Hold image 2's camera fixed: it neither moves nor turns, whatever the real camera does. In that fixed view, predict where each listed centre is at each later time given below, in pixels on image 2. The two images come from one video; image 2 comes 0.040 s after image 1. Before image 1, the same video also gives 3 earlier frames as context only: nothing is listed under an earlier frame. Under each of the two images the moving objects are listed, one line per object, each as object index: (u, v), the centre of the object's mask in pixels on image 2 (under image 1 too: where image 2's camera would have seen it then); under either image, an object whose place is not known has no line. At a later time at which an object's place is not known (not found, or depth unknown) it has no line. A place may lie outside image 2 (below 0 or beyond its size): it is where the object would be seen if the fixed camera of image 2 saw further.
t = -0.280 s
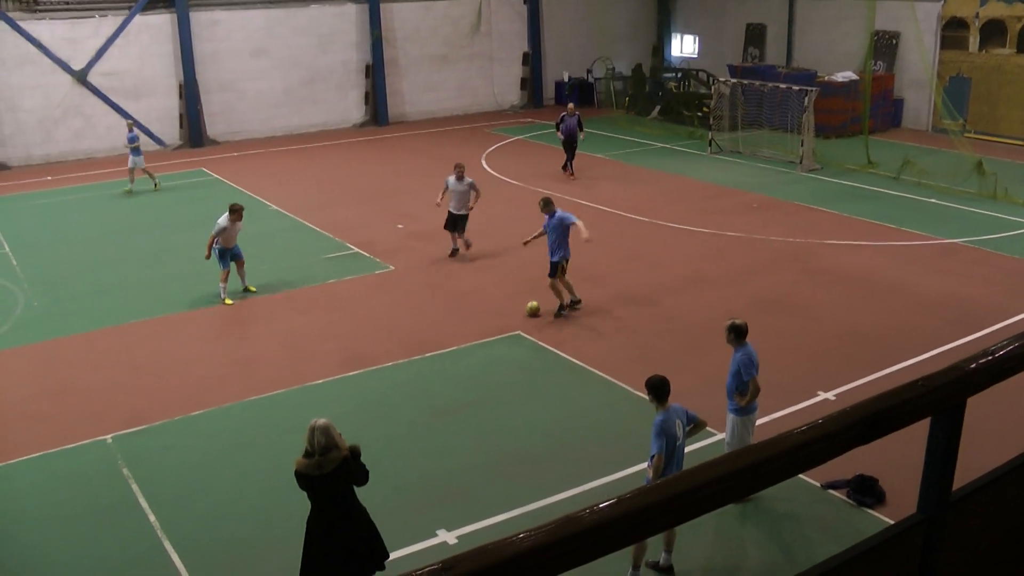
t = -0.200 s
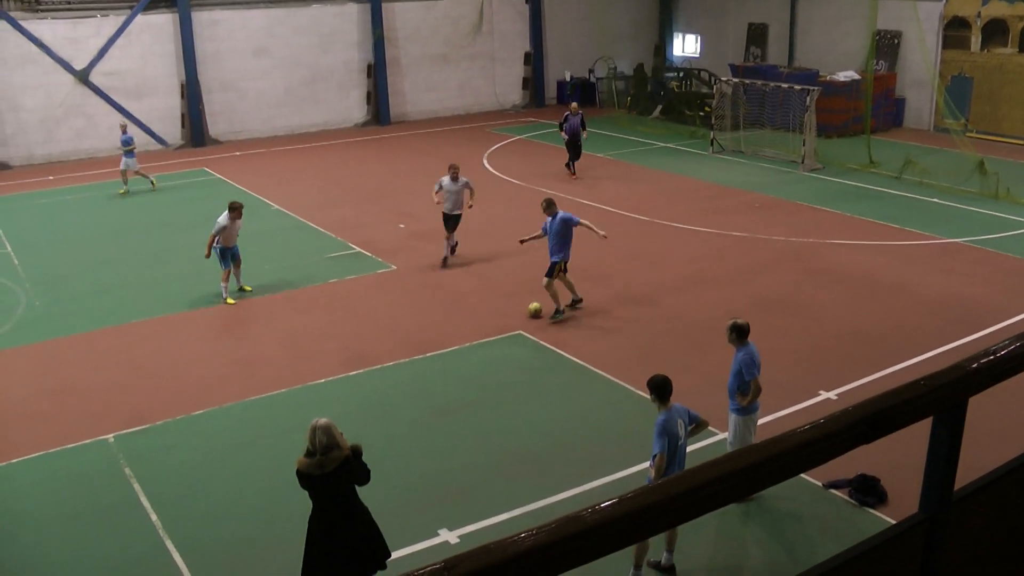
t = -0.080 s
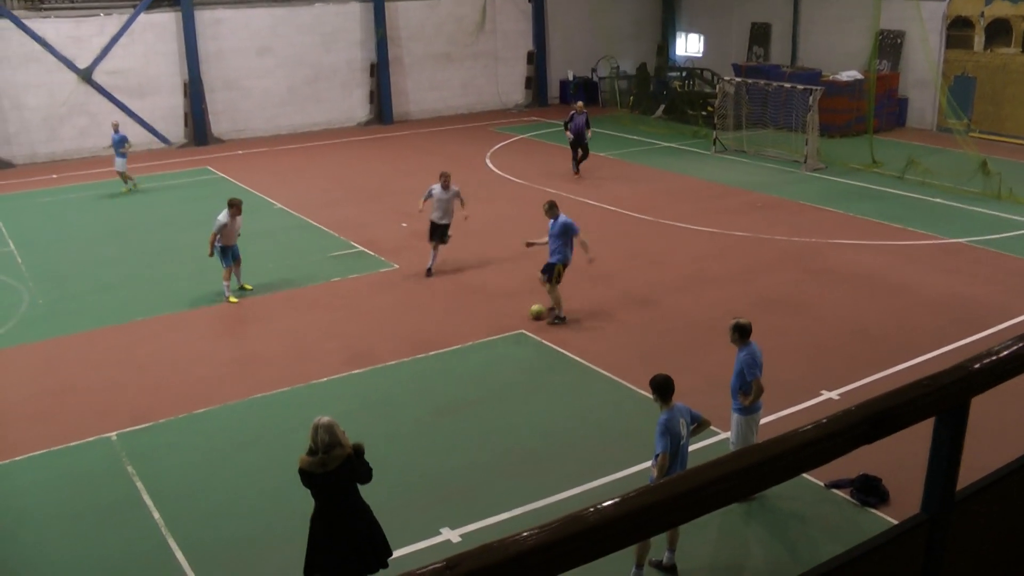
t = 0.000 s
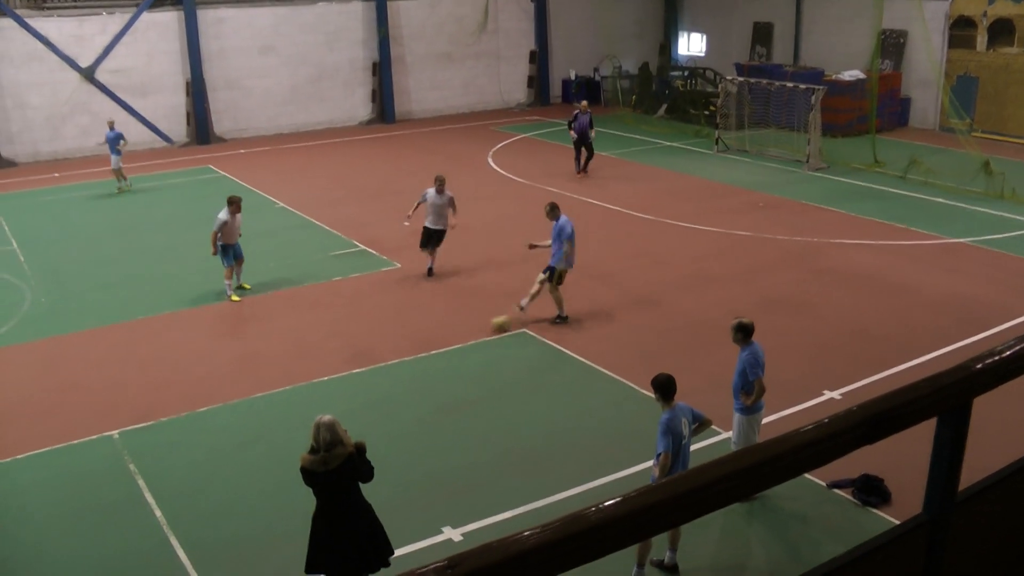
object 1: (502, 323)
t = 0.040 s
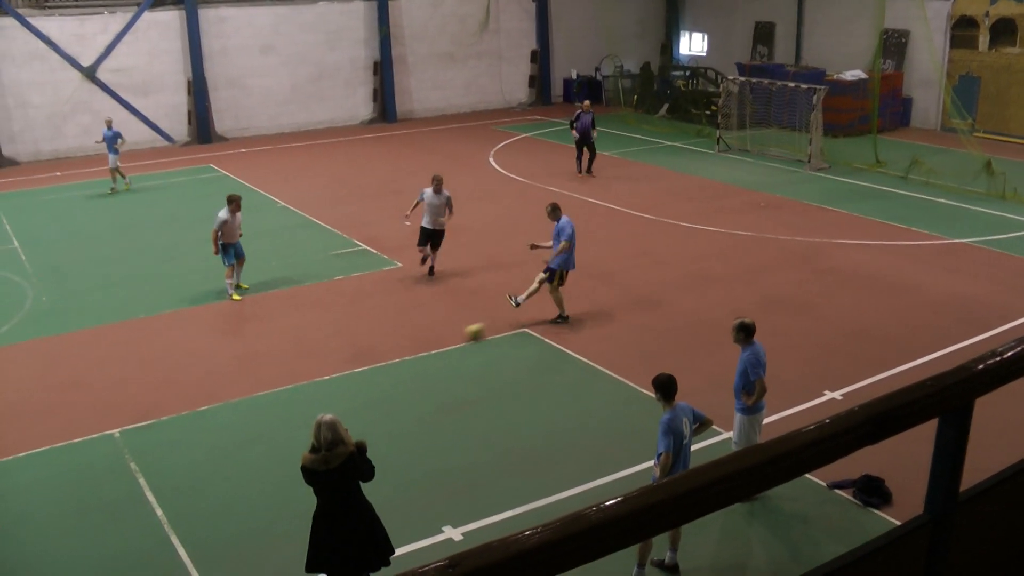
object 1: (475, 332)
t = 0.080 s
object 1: (448, 340)
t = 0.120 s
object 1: (421, 349)
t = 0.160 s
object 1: (394, 358)
